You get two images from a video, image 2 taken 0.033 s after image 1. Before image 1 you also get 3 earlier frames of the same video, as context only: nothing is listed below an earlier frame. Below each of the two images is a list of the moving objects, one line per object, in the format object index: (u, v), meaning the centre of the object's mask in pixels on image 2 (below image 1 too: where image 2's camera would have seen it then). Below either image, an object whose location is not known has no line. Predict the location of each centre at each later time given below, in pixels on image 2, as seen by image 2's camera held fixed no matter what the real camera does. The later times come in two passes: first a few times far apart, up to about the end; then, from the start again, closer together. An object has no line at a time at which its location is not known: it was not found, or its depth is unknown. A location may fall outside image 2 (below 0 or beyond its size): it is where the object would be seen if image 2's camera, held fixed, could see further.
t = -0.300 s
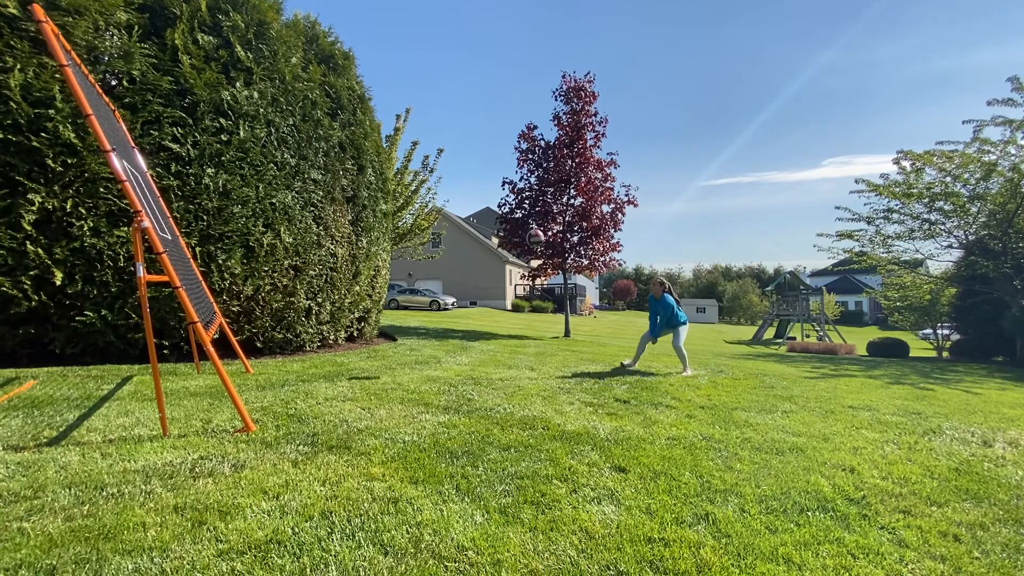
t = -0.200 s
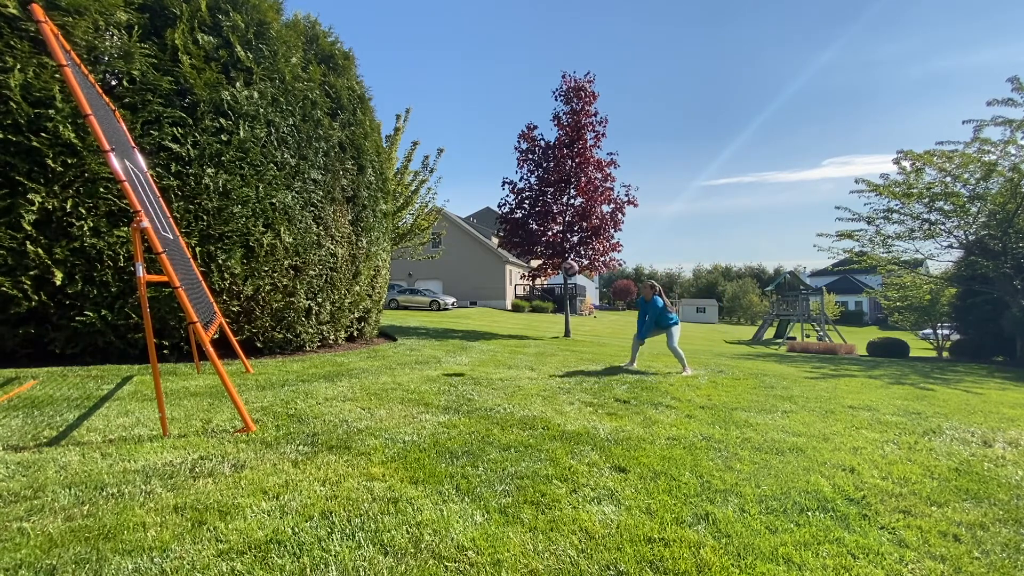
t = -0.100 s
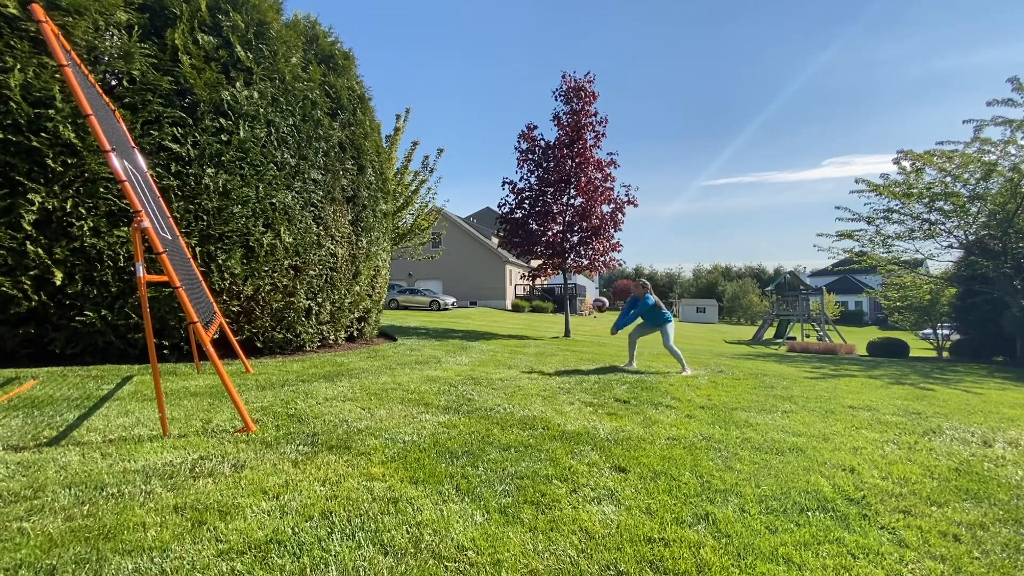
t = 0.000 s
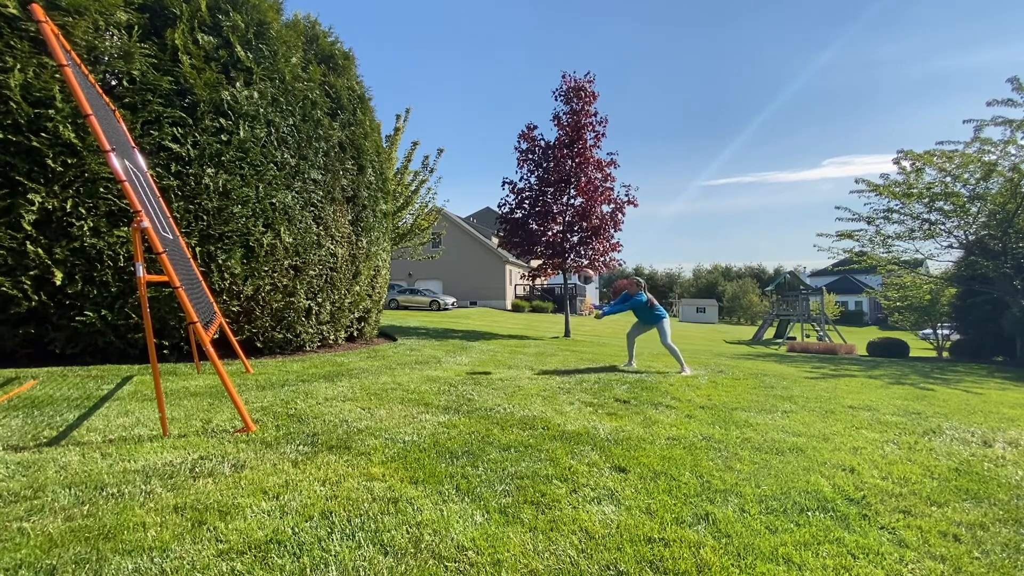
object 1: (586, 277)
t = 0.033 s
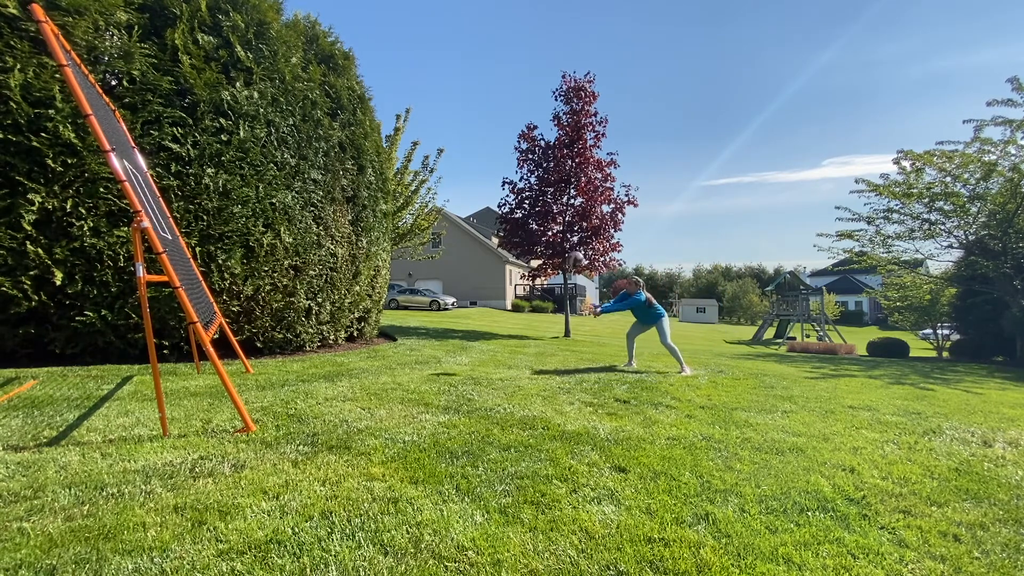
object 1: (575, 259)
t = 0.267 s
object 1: (495, 154)
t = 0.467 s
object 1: (417, 89)
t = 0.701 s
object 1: (313, 51)
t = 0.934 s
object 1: (189, 66)
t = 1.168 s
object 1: (129, 62)
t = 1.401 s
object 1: (146, 37)
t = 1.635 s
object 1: (162, 71)
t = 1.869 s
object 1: (176, 165)
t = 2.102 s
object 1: (222, 259)
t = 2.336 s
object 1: (290, 358)
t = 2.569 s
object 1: (366, 346)
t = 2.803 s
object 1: (439, 364)
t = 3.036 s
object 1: (503, 374)
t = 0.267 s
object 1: (495, 154)
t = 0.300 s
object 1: (483, 142)
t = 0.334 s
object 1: (470, 130)
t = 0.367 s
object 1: (457, 118)
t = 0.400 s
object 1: (444, 108)
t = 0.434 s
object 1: (431, 98)
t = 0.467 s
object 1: (417, 89)
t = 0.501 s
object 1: (403, 81)
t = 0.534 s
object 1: (389, 73)
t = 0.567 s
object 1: (374, 67)
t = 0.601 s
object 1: (360, 61)
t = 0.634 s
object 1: (344, 56)
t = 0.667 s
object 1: (329, 54)
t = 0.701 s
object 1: (313, 51)
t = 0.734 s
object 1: (297, 49)
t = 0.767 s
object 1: (279, 50)
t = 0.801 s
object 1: (261, 50)
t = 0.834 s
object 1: (243, 53)
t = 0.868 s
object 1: (226, 56)
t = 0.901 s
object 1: (207, 60)
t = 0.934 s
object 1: (189, 66)
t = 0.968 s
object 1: (169, 74)
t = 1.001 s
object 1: (148, 83)
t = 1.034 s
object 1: (126, 94)
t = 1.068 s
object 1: (120, 92)
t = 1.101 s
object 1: (122, 81)
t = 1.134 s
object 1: (126, 71)
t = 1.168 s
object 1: (129, 62)
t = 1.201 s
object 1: (131, 55)
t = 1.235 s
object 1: (133, 48)
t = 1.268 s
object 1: (136, 43)
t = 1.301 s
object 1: (139, 39)
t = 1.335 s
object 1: (141, 37)
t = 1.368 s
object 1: (143, 36)
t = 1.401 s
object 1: (146, 37)
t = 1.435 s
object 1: (148, 37)
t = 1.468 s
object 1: (151, 40)
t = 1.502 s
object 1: (153, 44)
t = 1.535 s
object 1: (156, 49)
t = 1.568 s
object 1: (157, 54)
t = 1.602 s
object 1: (160, 62)
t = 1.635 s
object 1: (162, 71)
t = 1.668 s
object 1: (164, 81)
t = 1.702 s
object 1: (166, 92)
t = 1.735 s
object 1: (168, 105)
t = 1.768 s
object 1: (170, 118)
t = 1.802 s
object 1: (172, 132)
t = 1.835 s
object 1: (174, 149)
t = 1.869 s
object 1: (176, 165)
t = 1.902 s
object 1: (177, 183)
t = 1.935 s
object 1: (180, 203)
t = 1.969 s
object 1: (183, 223)
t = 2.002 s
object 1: (190, 233)
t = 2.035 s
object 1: (201, 240)
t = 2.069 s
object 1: (211, 249)
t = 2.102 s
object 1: (222, 259)
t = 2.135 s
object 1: (232, 270)
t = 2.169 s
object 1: (243, 282)
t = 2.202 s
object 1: (252, 296)
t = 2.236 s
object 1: (261, 309)
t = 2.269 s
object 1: (272, 325)
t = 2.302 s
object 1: (282, 341)
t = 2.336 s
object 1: (290, 358)
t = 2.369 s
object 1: (299, 372)
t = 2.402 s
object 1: (311, 368)
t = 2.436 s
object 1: (322, 361)
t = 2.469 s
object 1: (333, 356)
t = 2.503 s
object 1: (344, 351)
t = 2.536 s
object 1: (355, 348)
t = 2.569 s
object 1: (366, 346)
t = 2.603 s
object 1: (377, 346)
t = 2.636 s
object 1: (387, 346)
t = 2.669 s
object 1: (398, 347)
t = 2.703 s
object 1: (408, 349)
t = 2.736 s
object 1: (419, 353)
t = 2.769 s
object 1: (429, 358)
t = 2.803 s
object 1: (439, 364)
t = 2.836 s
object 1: (449, 372)
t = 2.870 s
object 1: (459, 378)
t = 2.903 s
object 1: (468, 377)
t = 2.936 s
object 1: (476, 374)
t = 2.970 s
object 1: (486, 372)
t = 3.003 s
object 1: (495, 373)
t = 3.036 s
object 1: (503, 374)
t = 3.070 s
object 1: (512, 376)
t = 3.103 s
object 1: (521, 377)
